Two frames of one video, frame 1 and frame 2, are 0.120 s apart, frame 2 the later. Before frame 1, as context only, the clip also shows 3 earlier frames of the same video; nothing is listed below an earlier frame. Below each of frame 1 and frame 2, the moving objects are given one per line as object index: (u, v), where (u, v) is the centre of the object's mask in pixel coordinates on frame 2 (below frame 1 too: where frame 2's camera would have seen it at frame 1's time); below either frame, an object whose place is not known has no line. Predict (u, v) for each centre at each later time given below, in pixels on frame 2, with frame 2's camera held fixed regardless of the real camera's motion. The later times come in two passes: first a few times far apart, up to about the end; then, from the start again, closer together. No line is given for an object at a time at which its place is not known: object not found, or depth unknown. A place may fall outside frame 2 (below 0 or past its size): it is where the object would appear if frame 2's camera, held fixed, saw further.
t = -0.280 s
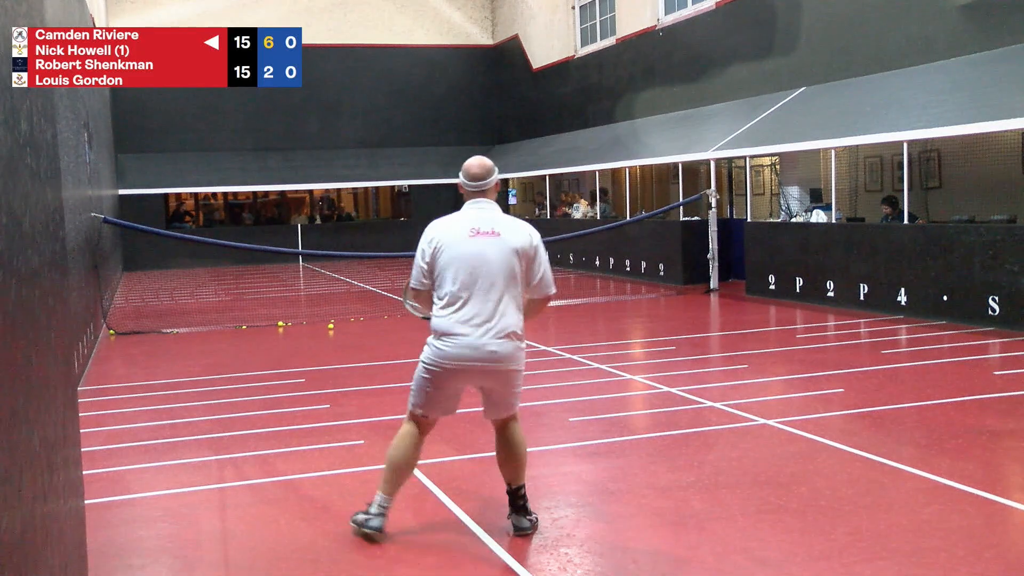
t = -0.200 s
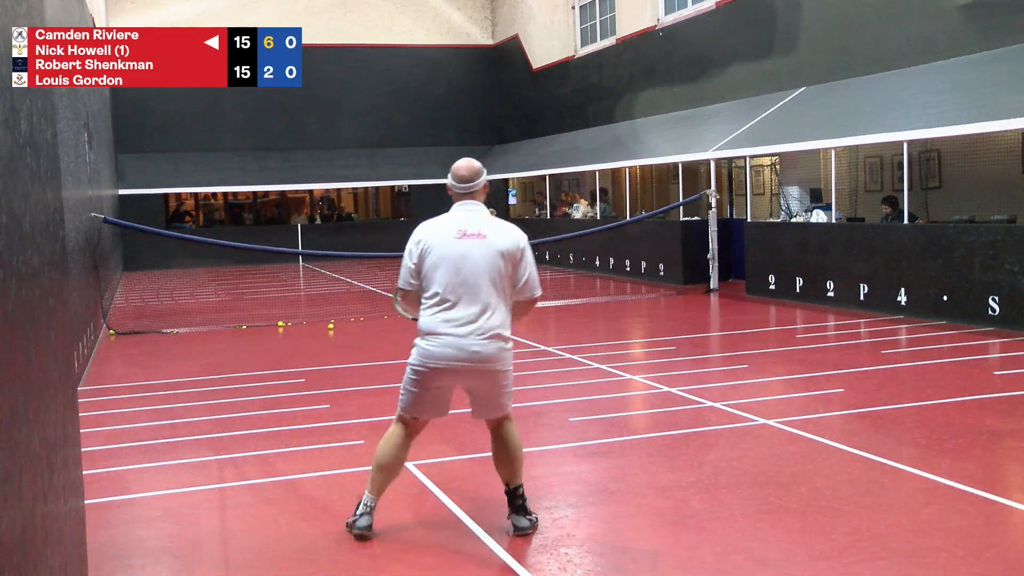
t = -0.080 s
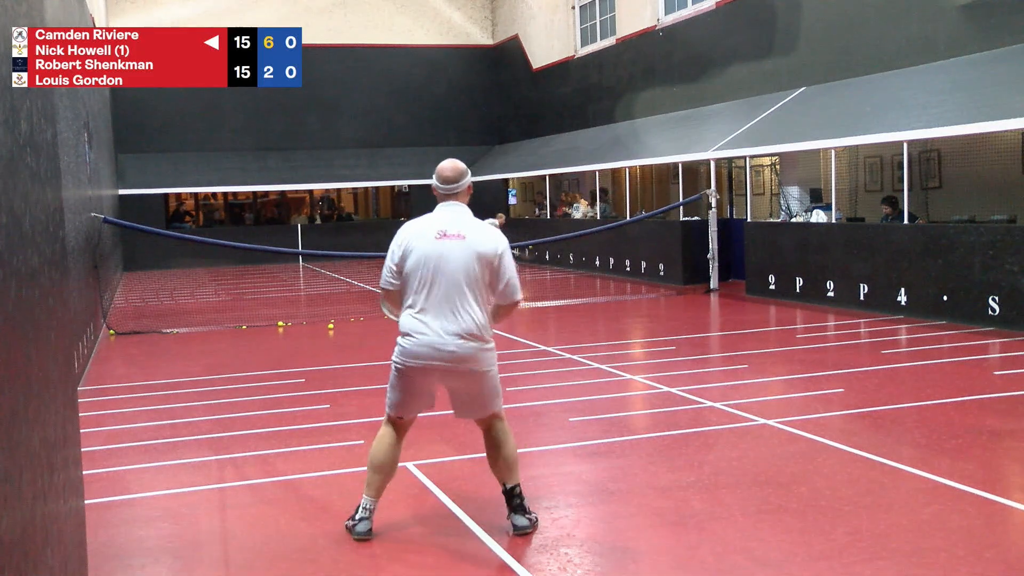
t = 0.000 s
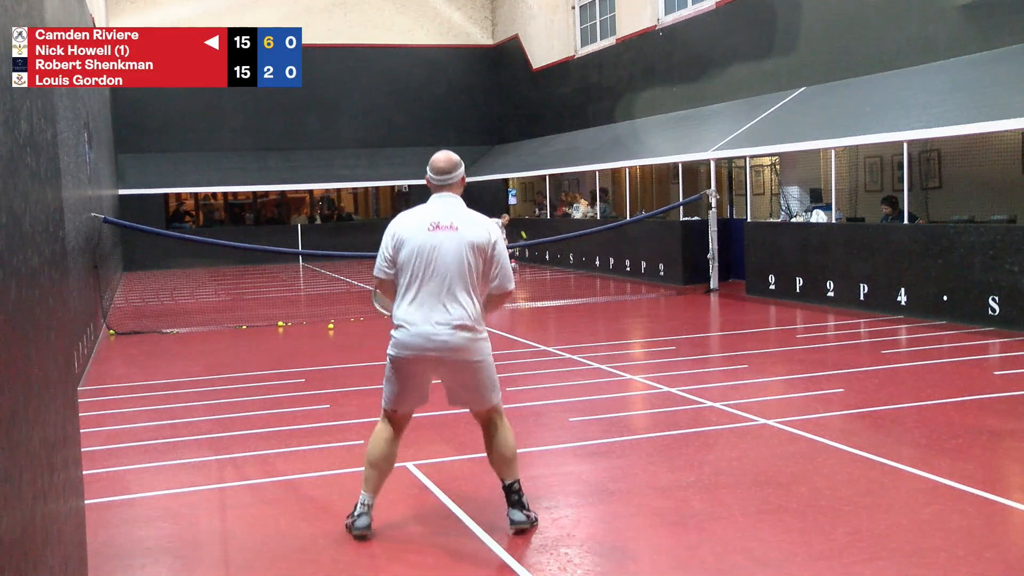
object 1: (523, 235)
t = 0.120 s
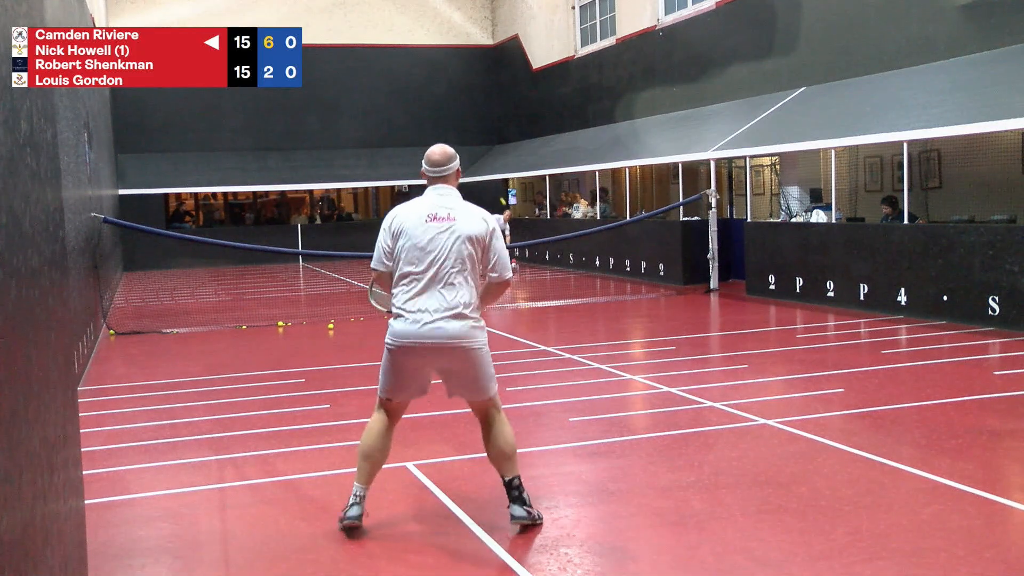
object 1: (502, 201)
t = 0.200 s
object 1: (486, 179)
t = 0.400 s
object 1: (438, 132)
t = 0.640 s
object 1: (350, 92)
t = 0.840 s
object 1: (225, 90)
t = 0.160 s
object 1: (495, 190)
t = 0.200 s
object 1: (486, 179)
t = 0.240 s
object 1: (478, 169)
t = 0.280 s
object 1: (468, 156)
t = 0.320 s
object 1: (459, 149)
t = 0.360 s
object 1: (449, 140)
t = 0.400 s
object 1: (438, 132)
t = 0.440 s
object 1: (426, 123)
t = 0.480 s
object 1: (413, 115)
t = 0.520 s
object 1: (399, 108)
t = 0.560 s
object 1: (384, 102)
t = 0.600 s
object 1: (367, 96)
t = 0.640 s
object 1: (350, 92)
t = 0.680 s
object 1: (330, 88)
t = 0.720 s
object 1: (308, 86)
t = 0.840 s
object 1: (225, 90)
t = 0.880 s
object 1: (191, 95)
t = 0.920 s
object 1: (149, 105)
